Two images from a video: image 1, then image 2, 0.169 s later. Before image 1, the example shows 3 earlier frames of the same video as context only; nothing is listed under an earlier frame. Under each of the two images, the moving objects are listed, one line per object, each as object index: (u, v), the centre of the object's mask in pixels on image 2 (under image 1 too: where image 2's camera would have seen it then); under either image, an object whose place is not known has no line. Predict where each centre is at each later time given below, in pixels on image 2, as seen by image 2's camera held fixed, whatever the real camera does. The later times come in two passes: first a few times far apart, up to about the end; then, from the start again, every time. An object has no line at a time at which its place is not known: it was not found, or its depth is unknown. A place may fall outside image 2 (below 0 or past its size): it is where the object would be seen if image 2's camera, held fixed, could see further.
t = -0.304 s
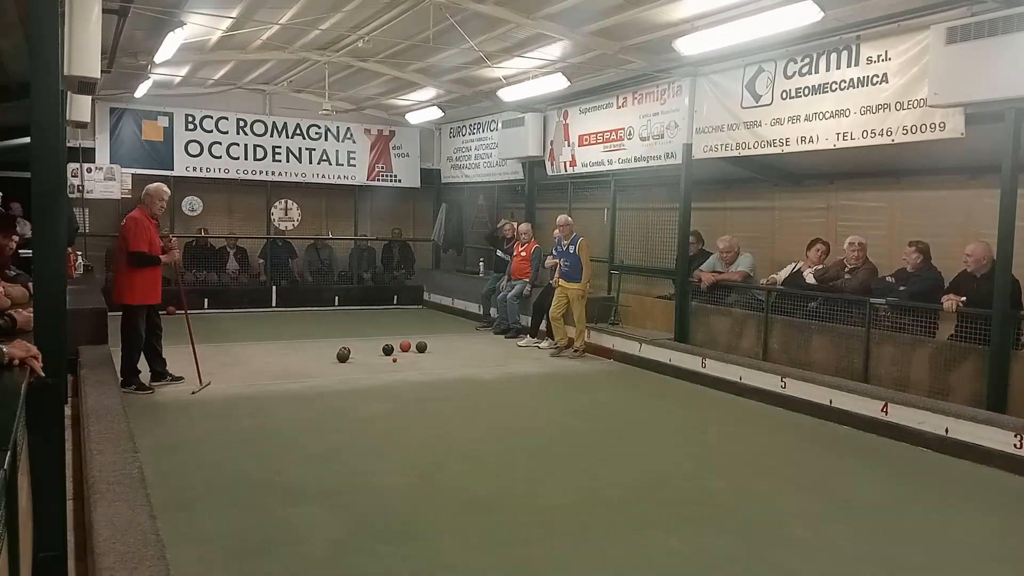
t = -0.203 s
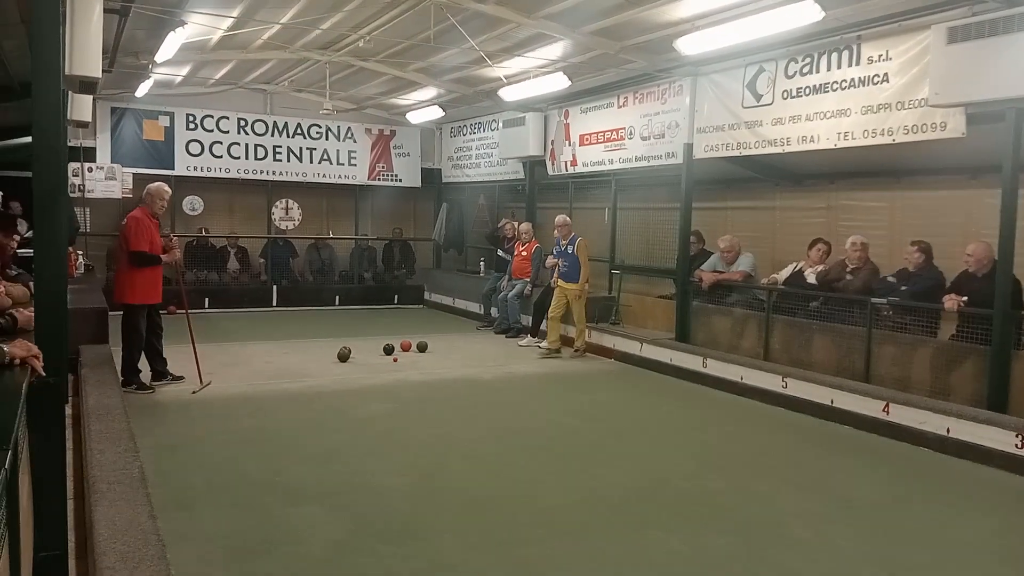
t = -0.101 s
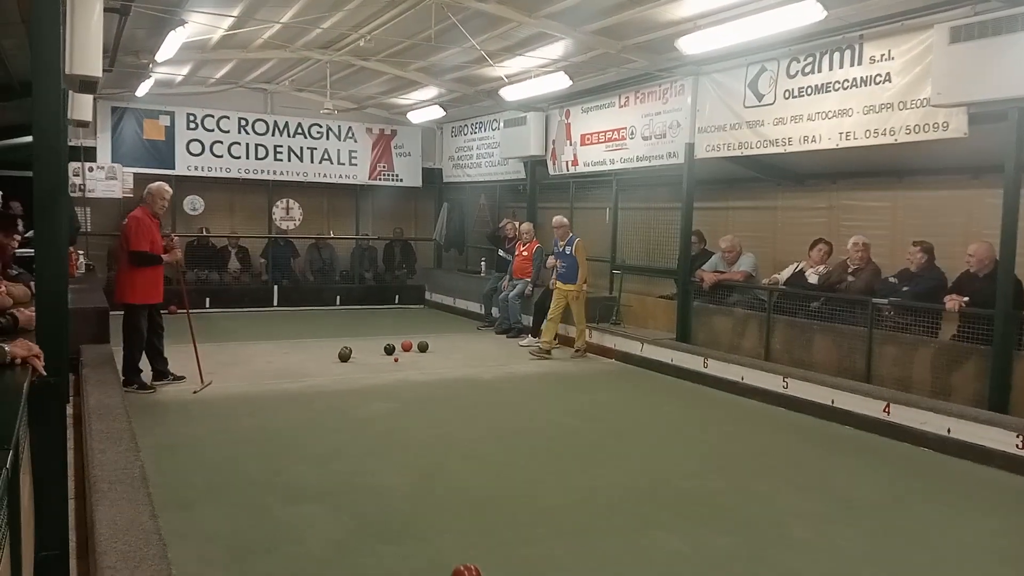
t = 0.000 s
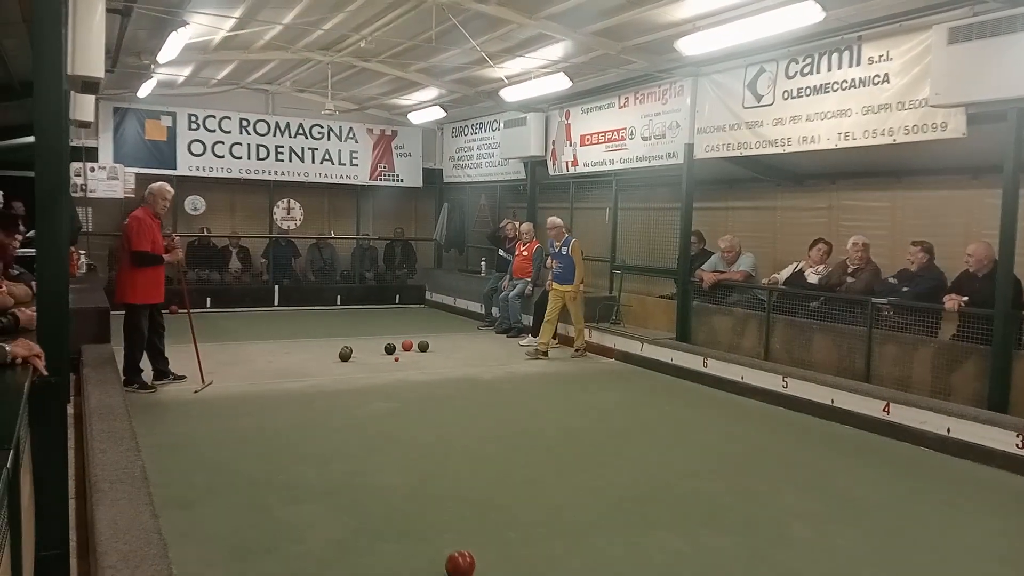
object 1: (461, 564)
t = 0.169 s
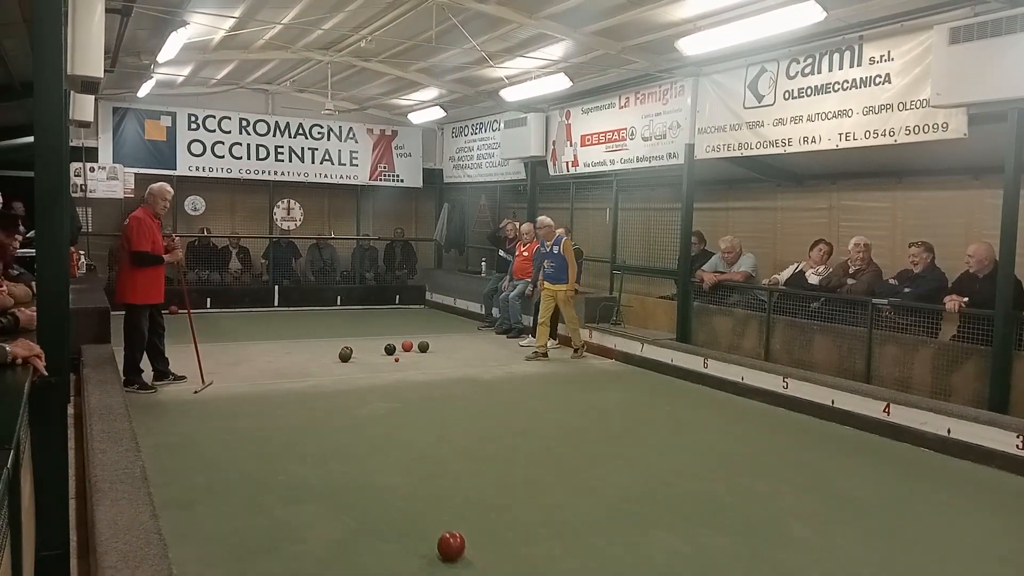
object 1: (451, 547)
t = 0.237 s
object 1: (448, 539)
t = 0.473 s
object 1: (437, 515)
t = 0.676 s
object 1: (431, 498)
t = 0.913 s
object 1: (424, 481)
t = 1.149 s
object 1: (418, 466)
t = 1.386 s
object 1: (413, 453)
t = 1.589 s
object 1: (409, 443)
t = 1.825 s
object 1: (405, 433)
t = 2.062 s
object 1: (401, 424)
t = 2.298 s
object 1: (397, 416)
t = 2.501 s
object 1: (394, 409)
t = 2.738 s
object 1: (391, 403)
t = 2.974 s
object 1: (389, 397)
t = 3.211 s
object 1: (386, 391)
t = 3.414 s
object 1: (384, 387)
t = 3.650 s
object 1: (382, 382)
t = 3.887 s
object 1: (380, 378)
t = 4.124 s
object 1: (378, 374)
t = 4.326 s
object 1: (377, 371)
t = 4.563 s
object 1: (376, 368)
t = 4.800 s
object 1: (375, 365)
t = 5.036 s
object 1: (374, 362)
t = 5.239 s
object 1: (373, 360)
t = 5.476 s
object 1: (372, 358)
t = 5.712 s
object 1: (371, 356)
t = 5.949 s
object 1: (370, 354)
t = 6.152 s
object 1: (370, 352)
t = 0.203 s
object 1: (449, 543)
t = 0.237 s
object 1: (448, 539)
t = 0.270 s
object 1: (446, 536)
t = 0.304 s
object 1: (445, 532)
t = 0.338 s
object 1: (443, 528)
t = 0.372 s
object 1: (442, 525)
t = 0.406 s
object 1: (440, 522)
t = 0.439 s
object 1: (439, 519)
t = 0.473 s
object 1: (437, 515)
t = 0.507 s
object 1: (436, 512)
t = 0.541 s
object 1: (435, 510)
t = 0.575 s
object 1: (434, 507)
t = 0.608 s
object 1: (433, 504)
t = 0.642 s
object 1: (432, 501)
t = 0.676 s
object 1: (431, 498)
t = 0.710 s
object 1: (430, 495)
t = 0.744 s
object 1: (429, 493)
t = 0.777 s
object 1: (428, 490)
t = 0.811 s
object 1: (427, 488)
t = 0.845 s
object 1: (426, 486)
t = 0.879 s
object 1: (425, 483)
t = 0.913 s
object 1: (424, 481)
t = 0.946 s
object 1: (423, 479)
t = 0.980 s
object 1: (422, 477)
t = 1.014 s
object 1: (421, 474)
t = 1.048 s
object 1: (420, 472)
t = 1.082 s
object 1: (420, 470)
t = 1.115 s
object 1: (419, 468)
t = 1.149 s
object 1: (418, 466)
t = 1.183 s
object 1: (417, 464)
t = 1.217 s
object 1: (416, 462)
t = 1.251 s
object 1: (415, 460)
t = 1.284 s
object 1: (415, 458)
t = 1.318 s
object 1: (414, 457)
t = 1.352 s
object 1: (413, 455)
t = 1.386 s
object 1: (413, 453)
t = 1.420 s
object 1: (412, 451)
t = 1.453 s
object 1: (411, 449)
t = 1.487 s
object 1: (411, 448)
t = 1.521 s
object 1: (410, 446)
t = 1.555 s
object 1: (409, 445)
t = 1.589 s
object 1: (409, 443)
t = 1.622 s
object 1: (408, 442)
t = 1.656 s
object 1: (408, 440)
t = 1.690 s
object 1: (407, 439)
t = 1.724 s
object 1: (406, 437)
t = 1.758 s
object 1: (406, 436)
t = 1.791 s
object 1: (405, 434)
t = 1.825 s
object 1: (405, 433)
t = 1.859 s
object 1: (404, 432)
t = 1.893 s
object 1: (403, 430)
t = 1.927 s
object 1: (403, 429)
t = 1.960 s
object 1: (402, 428)
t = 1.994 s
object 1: (402, 427)
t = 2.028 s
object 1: (401, 425)
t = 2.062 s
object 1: (401, 424)
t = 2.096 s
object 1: (400, 423)
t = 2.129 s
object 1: (400, 421)
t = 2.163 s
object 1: (399, 420)
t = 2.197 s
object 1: (398, 419)
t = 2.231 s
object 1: (398, 418)
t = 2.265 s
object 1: (397, 417)
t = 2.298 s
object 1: (397, 416)
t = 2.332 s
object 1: (397, 415)
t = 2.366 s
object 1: (396, 414)
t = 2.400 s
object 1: (396, 413)
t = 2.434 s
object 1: (395, 411)
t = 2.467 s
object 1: (395, 410)
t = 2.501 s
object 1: (394, 409)
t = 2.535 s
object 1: (394, 408)
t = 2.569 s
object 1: (393, 407)
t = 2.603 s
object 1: (393, 406)
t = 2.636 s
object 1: (393, 405)
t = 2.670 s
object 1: (392, 404)
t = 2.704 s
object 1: (392, 404)
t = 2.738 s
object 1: (391, 403)
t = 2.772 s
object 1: (391, 402)
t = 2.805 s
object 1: (391, 401)
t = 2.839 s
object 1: (390, 400)
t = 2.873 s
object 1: (390, 399)
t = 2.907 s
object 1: (390, 399)
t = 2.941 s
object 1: (389, 398)
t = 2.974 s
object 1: (389, 397)
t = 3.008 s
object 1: (388, 396)
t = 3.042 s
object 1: (388, 395)
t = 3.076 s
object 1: (388, 394)
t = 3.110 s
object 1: (387, 394)
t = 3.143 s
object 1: (387, 393)
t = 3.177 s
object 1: (387, 392)
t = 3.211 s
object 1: (386, 391)
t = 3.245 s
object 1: (386, 391)
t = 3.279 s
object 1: (385, 390)
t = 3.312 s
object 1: (385, 389)
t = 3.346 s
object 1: (385, 388)
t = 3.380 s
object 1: (384, 388)
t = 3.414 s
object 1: (384, 387)
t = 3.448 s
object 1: (384, 387)
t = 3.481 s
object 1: (383, 386)
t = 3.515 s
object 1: (383, 385)
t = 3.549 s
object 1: (383, 384)
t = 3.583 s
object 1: (382, 384)
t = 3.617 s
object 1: (382, 383)
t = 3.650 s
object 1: (382, 382)
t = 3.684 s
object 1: (382, 382)
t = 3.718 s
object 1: (381, 381)
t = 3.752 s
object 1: (381, 381)
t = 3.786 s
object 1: (381, 380)
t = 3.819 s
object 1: (380, 379)
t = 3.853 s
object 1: (380, 379)
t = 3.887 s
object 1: (380, 378)
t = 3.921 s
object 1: (380, 378)
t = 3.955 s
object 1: (379, 377)
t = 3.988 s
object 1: (379, 376)
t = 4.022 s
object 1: (379, 376)
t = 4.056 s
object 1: (379, 375)
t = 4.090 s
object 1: (378, 375)
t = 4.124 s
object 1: (378, 374)
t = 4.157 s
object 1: (378, 374)
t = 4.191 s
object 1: (378, 373)
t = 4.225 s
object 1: (377, 373)
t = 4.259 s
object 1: (377, 372)
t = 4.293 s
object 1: (377, 372)
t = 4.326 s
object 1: (377, 371)
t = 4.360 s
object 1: (377, 371)
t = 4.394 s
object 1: (376, 370)
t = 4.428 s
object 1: (376, 370)
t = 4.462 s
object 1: (376, 369)
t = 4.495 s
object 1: (376, 369)
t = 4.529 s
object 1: (376, 368)
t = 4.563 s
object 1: (376, 368)
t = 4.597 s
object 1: (375, 367)
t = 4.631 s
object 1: (375, 367)
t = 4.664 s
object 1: (375, 367)
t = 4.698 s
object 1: (375, 366)
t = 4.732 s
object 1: (375, 366)
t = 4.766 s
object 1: (375, 365)
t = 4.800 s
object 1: (375, 365)
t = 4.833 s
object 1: (374, 365)
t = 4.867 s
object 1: (374, 364)
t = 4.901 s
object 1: (374, 364)
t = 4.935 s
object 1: (374, 363)
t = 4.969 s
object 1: (374, 363)
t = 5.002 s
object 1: (374, 363)
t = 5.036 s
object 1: (374, 362)
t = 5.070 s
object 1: (373, 362)
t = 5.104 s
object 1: (373, 361)
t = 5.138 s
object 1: (373, 361)
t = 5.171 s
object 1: (373, 361)
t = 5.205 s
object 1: (373, 360)
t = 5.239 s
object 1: (373, 360)
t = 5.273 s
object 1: (373, 360)
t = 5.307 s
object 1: (372, 359)
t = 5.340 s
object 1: (372, 359)
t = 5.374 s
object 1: (372, 359)
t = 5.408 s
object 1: (372, 358)
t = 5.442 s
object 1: (372, 358)
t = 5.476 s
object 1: (372, 358)
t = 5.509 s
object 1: (372, 357)
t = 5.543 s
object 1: (371, 357)
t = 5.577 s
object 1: (371, 357)
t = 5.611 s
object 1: (371, 356)
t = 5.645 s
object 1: (371, 356)
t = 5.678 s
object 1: (371, 356)
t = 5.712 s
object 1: (371, 356)
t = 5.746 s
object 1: (371, 355)
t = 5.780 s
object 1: (371, 355)
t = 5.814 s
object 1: (370, 355)
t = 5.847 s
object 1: (370, 354)
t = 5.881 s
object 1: (370, 354)
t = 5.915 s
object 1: (370, 354)
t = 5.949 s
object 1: (370, 354)
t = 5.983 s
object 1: (370, 354)
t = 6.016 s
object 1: (370, 353)
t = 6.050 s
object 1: (370, 353)
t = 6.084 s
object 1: (370, 353)
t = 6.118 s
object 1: (370, 353)
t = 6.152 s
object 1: (370, 352)
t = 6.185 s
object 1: (370, 352)
